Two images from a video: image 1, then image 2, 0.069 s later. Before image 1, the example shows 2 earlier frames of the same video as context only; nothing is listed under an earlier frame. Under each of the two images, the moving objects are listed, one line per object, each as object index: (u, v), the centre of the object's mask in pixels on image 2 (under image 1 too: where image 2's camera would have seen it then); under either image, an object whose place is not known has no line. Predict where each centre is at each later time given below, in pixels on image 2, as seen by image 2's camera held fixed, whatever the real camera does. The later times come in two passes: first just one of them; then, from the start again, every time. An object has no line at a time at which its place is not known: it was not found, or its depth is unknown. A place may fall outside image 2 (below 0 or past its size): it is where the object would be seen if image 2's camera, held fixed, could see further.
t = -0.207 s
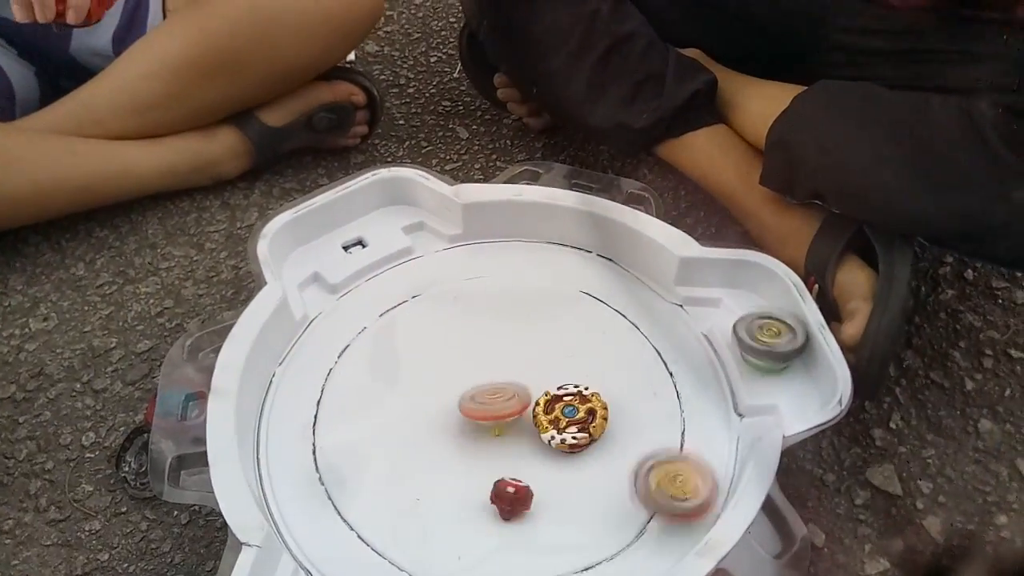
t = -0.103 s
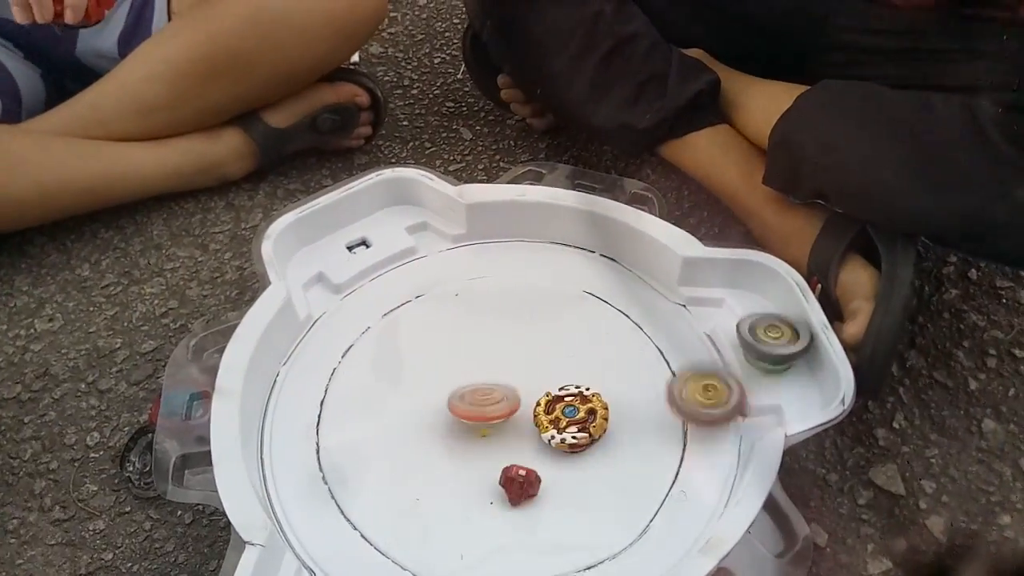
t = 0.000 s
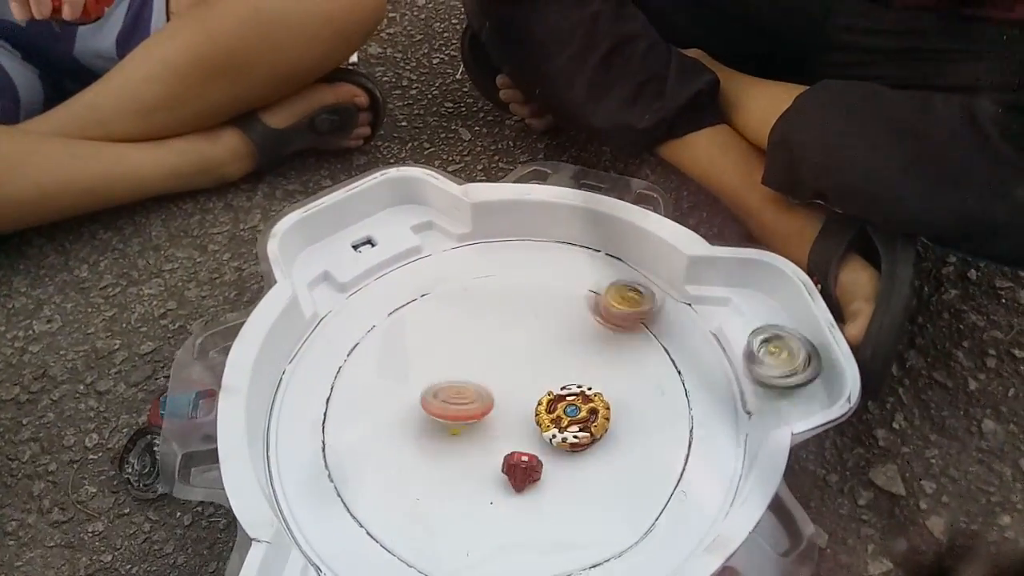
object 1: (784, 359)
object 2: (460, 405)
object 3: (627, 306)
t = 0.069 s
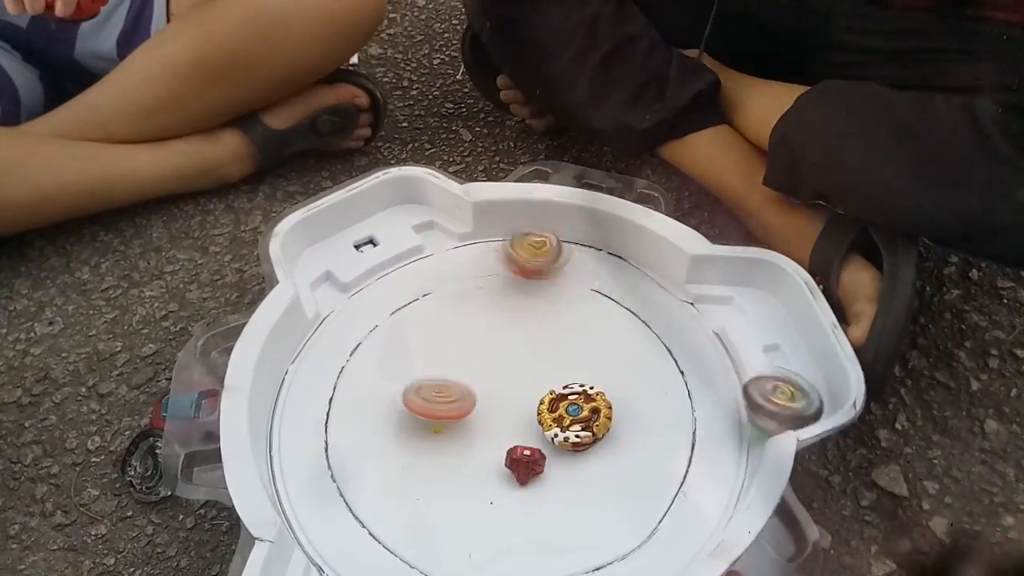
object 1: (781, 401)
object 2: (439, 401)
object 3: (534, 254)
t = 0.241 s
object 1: (673, 390)
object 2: (399, 384)
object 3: (342, 295)
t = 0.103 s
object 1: (764, 403)
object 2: (429, 399)
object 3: (486, 239)
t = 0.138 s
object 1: (743, 406)
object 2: (421, 397)
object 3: (444, 249)
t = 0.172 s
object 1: (724, 402)
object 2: (413, 394)
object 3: (402, 264)
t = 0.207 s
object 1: (700, 394)
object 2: (405, 388)
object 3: (361, 278)
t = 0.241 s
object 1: (673, 390)
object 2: (399, 384)
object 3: (342, 295)
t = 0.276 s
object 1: (643, 381)
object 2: (396, 382)
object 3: (348, 320)
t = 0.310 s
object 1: (611, 375)
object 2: (393, 441)
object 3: (359, 316)
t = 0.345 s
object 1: (588, 362)
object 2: (395, 514)
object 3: (377, 274)
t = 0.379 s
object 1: (561, 350)
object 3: (399, 246)
